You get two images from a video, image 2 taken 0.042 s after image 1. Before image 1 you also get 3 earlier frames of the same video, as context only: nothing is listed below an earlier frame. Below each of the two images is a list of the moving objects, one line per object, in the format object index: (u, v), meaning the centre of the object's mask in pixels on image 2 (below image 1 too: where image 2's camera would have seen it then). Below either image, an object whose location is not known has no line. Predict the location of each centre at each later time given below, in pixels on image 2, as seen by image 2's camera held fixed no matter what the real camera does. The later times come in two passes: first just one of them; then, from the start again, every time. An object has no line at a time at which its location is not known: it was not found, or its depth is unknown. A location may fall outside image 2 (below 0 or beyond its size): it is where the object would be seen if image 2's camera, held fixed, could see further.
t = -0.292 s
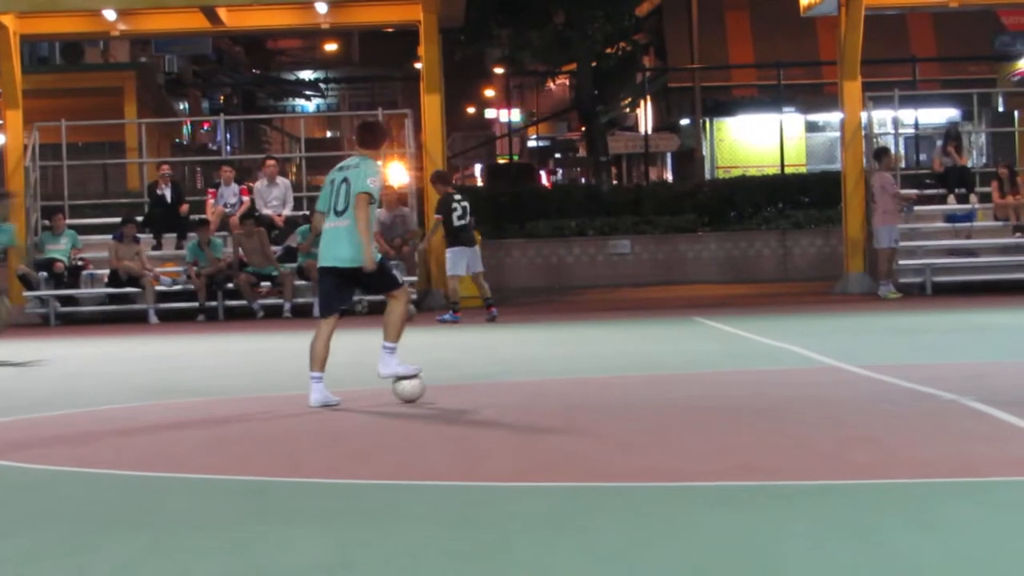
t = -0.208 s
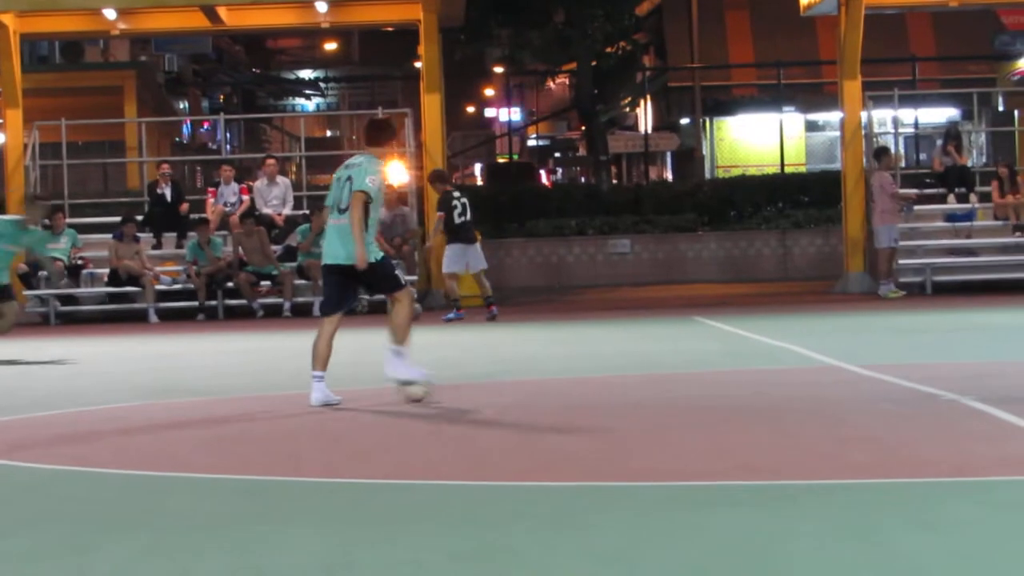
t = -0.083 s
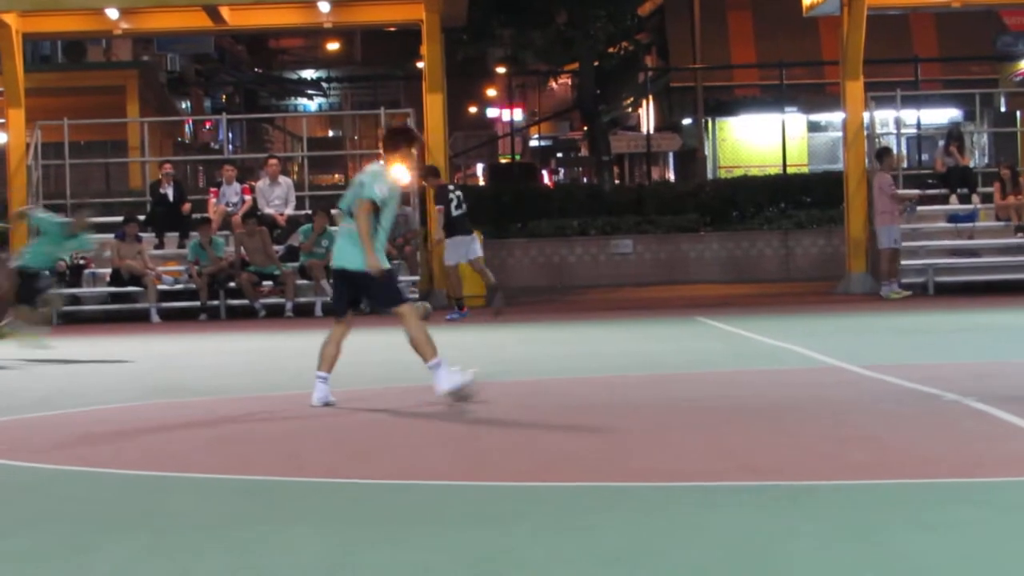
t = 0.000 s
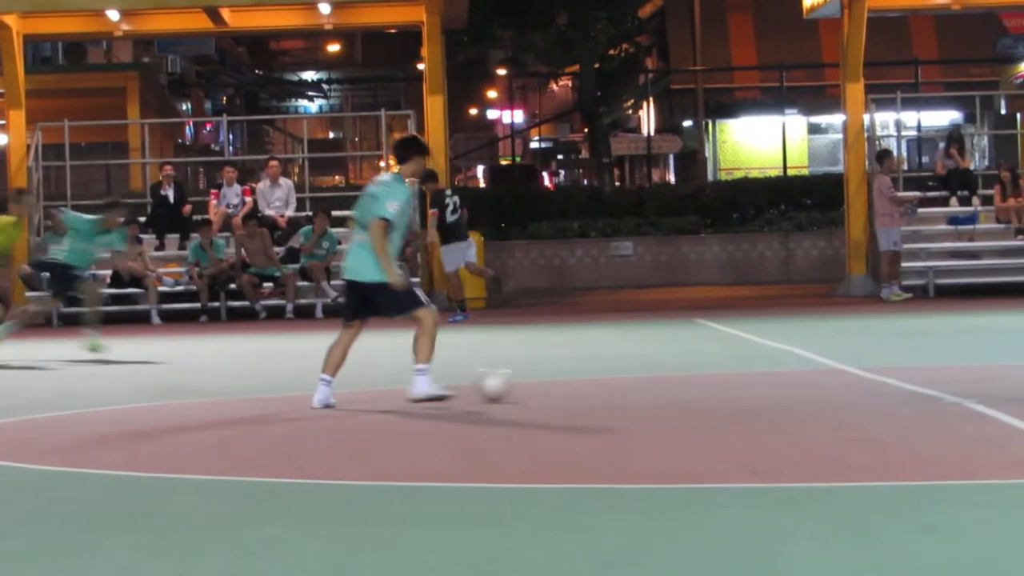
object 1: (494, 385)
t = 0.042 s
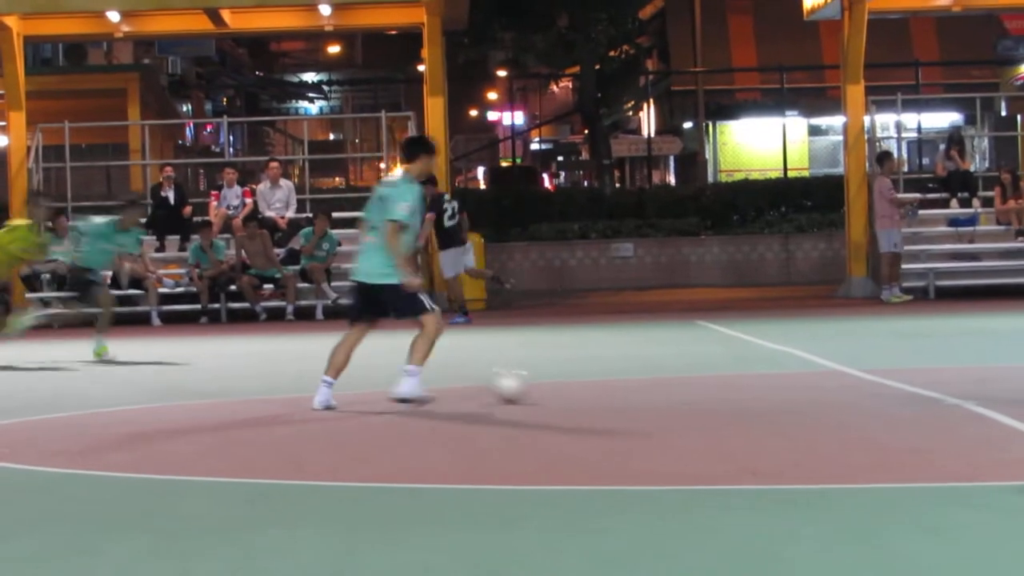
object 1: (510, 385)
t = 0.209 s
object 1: (571, 384)
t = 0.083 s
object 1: (526, 385)
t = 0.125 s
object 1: (540, 384)
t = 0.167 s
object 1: (556, 384)
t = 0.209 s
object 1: (571, 384)
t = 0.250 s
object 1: (587, 383)
